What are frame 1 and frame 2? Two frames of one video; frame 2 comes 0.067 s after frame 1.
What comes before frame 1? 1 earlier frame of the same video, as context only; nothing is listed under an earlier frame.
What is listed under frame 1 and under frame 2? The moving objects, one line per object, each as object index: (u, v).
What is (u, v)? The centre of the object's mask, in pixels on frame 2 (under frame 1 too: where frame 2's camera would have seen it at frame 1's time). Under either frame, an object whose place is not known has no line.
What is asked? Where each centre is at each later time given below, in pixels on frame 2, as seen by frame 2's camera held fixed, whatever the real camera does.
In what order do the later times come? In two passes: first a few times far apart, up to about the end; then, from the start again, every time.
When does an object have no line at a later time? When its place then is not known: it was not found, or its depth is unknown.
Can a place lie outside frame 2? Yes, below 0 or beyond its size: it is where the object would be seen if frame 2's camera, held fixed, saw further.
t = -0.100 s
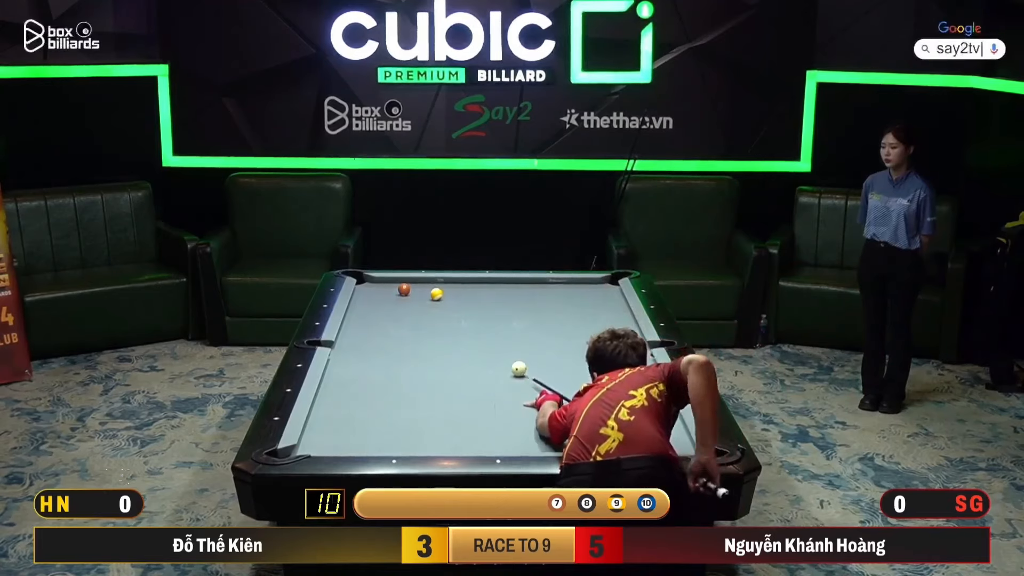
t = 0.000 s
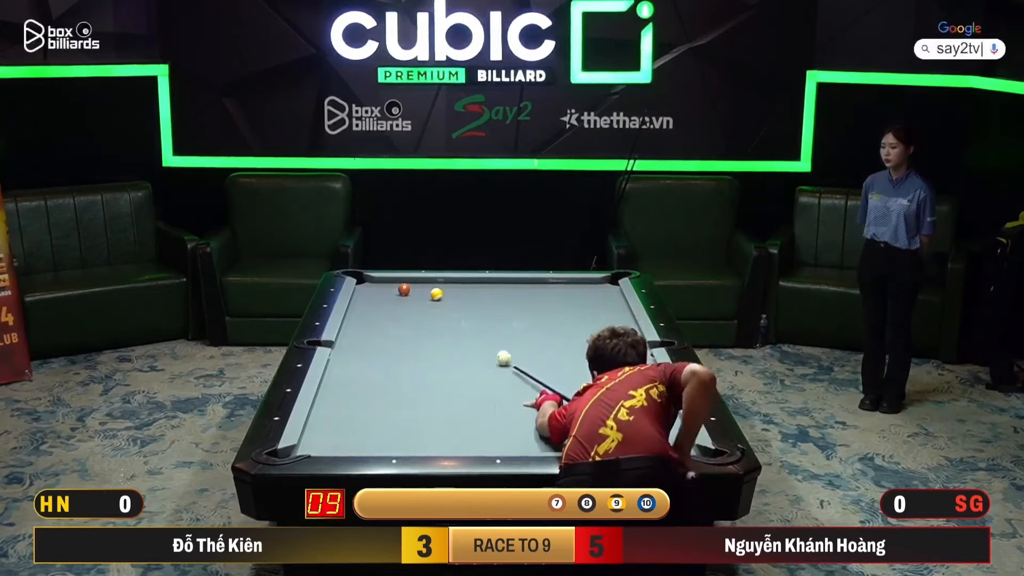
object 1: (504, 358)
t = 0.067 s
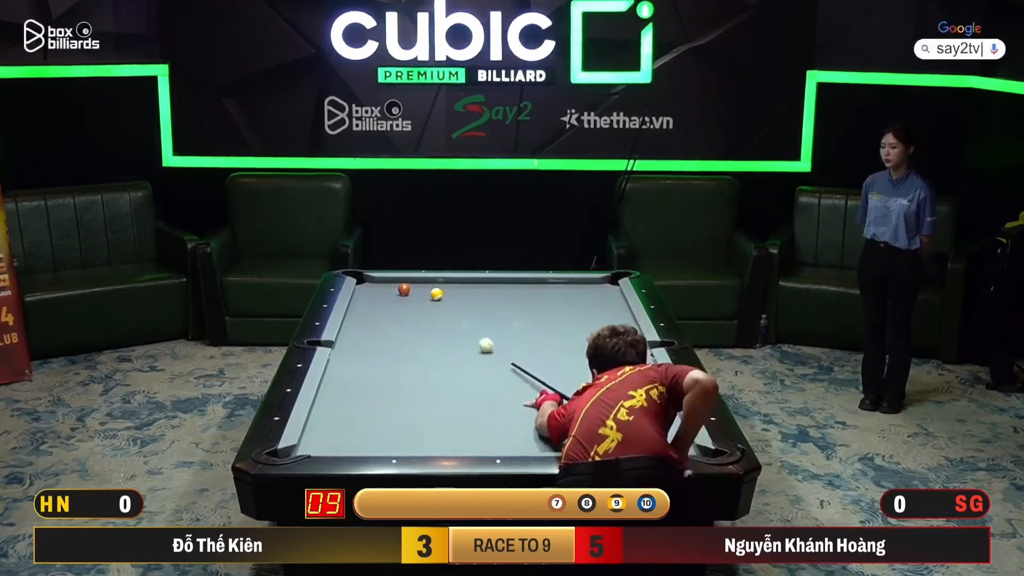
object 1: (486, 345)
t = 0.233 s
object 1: (450, 319)
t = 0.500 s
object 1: (413, 291)
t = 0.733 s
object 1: (433, 284)
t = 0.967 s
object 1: (449, 282)
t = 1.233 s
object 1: (472, 287)
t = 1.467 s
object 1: (492, 291)
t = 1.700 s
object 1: (511, 295)
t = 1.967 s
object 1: (533, 299)
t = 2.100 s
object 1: (543, 301)
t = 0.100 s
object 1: (478, 340)
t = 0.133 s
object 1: (470, 334)
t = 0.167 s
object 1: (463, 329)
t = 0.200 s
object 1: (456, 324)
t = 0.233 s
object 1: (450, 319)
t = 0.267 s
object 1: (443, 315)
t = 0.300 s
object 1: (437, 311)
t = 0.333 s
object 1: (432, 307)
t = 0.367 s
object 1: (427, 303)
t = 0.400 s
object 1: (422, 299)
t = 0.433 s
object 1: (417, 296)
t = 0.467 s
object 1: (413, 293)
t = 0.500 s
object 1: (413, 291)
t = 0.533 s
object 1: (417, 291)
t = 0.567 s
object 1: (420, 290)
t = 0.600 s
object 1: (424, 289)
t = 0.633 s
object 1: (426, 288)
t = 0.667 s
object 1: (429, 286)
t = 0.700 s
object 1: (431, 285)
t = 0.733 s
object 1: (433, 284)
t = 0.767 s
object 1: (435, 282)
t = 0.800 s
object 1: (437, 282)
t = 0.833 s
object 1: (439, 280)
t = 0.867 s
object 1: (441, 280)
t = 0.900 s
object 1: (444, 280)
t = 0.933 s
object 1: (446, 281)
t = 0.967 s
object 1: (449, 282)
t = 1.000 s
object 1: (452, 282)
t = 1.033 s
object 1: (455, 283)
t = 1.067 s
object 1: (458, 284)
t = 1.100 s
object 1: (461, 284)
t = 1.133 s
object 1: (464, 285)
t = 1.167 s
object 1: (466, 286)
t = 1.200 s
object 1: (469, 286)
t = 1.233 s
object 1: (472, 287)
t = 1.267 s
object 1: (475, 288)
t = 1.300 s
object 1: (478, 288)
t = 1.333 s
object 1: (480, 289)
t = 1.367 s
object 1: (483, 289)
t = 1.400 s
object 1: (486, 290)
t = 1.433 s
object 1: (489, 290)
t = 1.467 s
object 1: (492, 291)
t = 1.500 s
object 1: (494, 291)
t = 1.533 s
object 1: (497, 292)
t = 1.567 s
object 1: (500, 293)
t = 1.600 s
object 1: (503, 293)
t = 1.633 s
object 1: (505, 294)
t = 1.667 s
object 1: (508, 294)
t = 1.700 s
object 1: (511, 295)
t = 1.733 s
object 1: (514, 295)
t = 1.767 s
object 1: (516, 296)
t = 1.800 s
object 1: (519, 297)
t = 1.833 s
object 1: (522, 297)
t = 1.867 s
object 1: (524, 298)
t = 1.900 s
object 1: (527, 298)
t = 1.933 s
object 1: (530, 299)
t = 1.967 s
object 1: (533, 299)
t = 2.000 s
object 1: (535, 300)
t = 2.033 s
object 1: (538, 300)
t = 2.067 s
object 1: (541, 301)
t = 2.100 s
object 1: (543, 301)
